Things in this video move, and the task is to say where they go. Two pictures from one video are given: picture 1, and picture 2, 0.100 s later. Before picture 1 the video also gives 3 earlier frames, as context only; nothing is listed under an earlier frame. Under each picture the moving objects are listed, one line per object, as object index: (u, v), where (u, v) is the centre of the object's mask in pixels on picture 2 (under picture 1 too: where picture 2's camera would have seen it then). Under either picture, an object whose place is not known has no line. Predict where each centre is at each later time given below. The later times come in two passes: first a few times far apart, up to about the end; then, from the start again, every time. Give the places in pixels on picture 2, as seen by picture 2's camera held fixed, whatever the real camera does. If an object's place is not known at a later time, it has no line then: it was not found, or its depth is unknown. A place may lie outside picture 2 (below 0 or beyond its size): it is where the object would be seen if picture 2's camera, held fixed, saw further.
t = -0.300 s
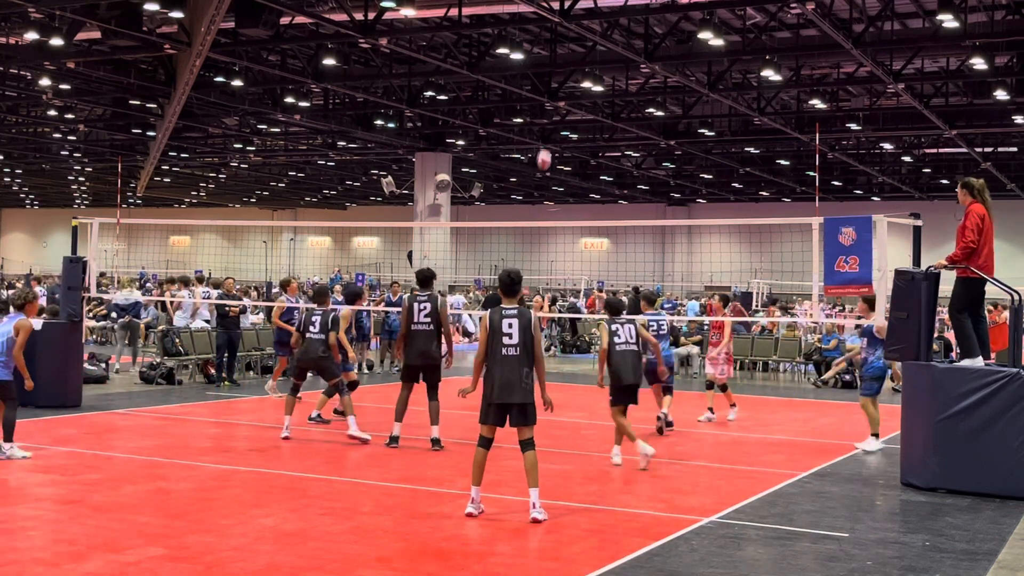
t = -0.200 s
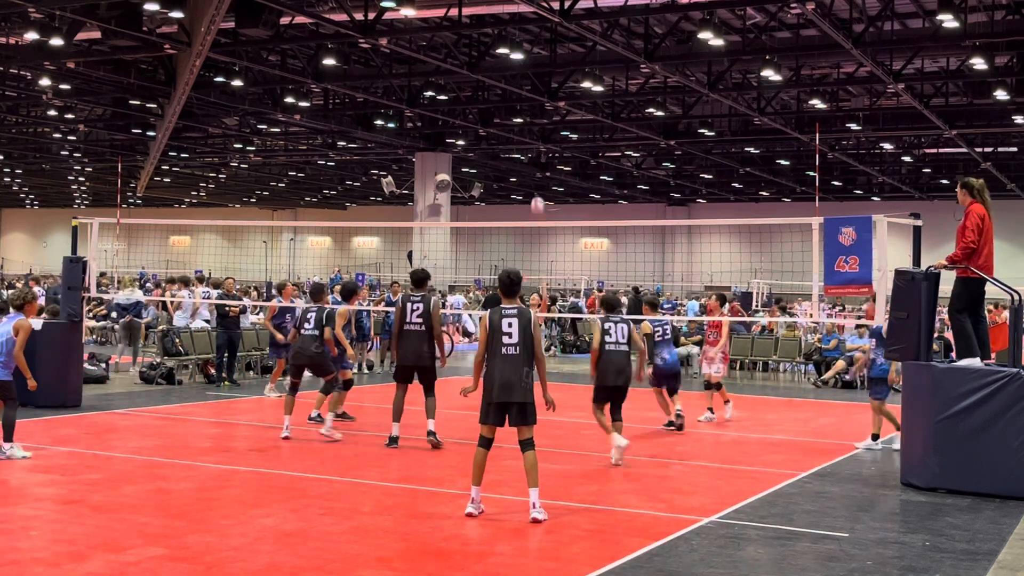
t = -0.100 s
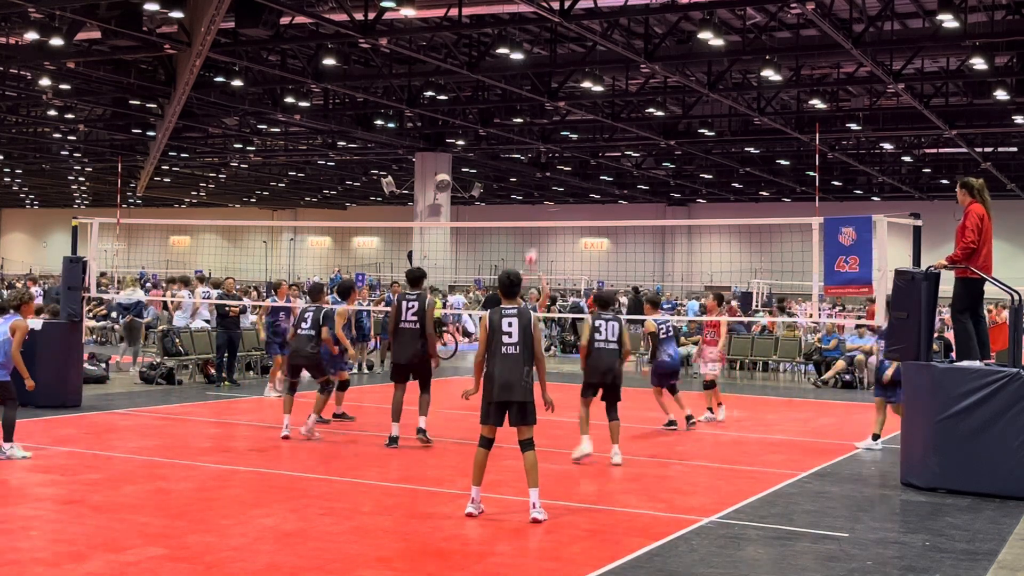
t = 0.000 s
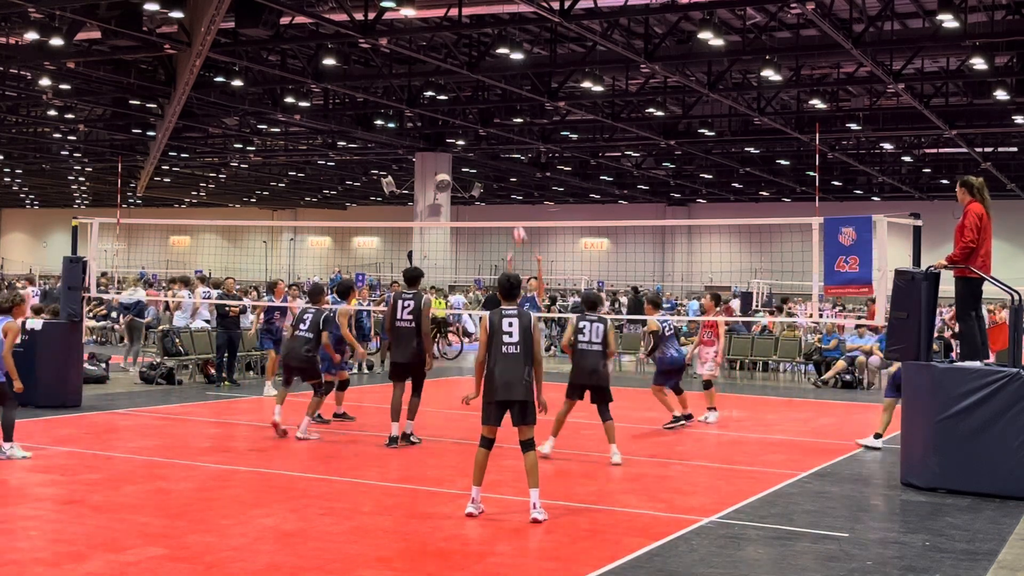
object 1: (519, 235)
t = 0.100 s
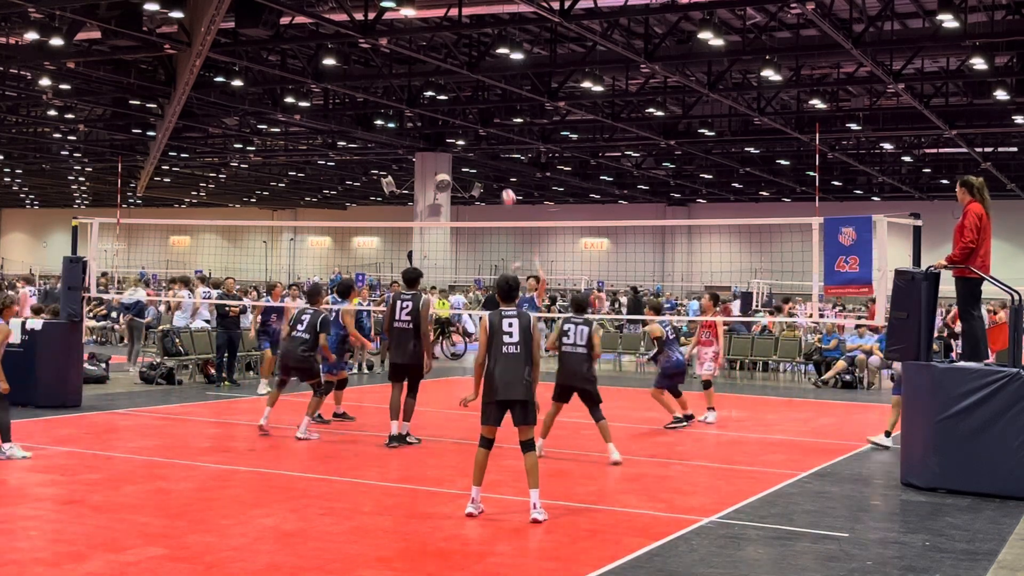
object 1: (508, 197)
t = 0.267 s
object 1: (488, 150)
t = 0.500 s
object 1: (458, 116)
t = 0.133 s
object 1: (504, 187)
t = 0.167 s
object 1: (501, 177)
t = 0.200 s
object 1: (497, 167)
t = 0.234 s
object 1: (493, 158)
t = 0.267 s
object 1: (488, 150)
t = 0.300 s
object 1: (484, 143)
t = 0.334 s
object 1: (480, 136)
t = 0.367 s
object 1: (476, 131)
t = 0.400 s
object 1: (471, 126)
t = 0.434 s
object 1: (467, 121)
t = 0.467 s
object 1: (463, 118)
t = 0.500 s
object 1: (458, 116)
